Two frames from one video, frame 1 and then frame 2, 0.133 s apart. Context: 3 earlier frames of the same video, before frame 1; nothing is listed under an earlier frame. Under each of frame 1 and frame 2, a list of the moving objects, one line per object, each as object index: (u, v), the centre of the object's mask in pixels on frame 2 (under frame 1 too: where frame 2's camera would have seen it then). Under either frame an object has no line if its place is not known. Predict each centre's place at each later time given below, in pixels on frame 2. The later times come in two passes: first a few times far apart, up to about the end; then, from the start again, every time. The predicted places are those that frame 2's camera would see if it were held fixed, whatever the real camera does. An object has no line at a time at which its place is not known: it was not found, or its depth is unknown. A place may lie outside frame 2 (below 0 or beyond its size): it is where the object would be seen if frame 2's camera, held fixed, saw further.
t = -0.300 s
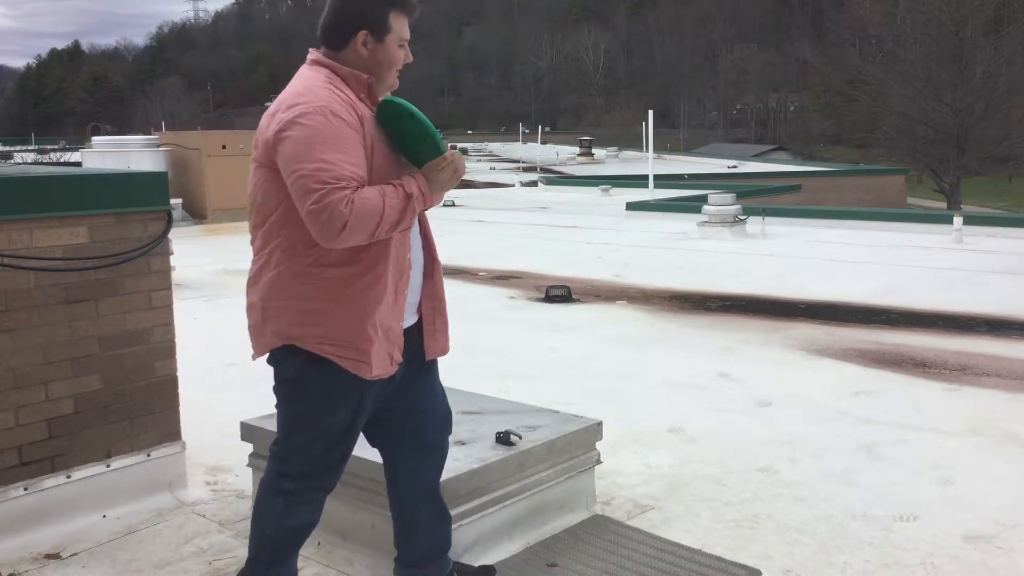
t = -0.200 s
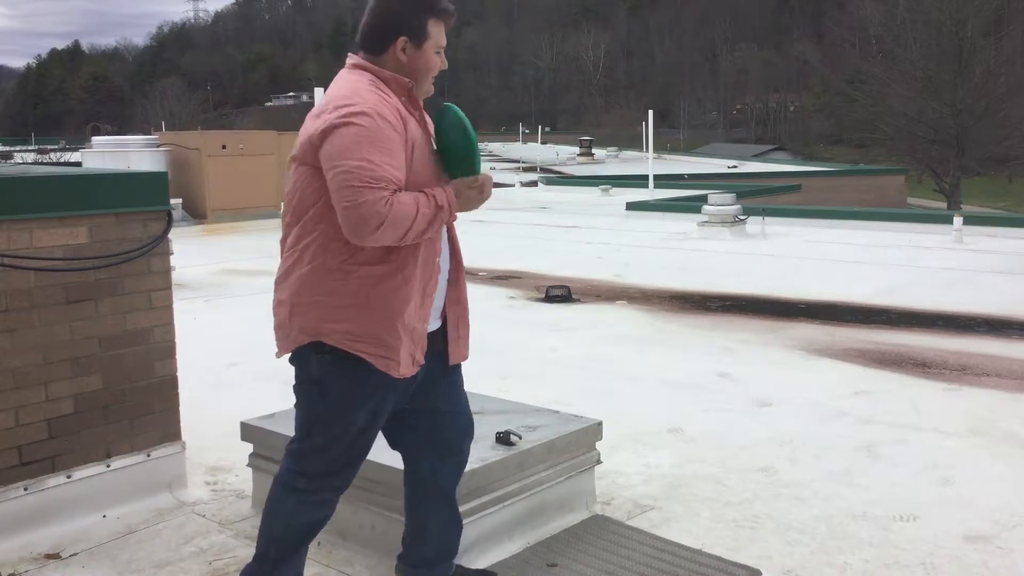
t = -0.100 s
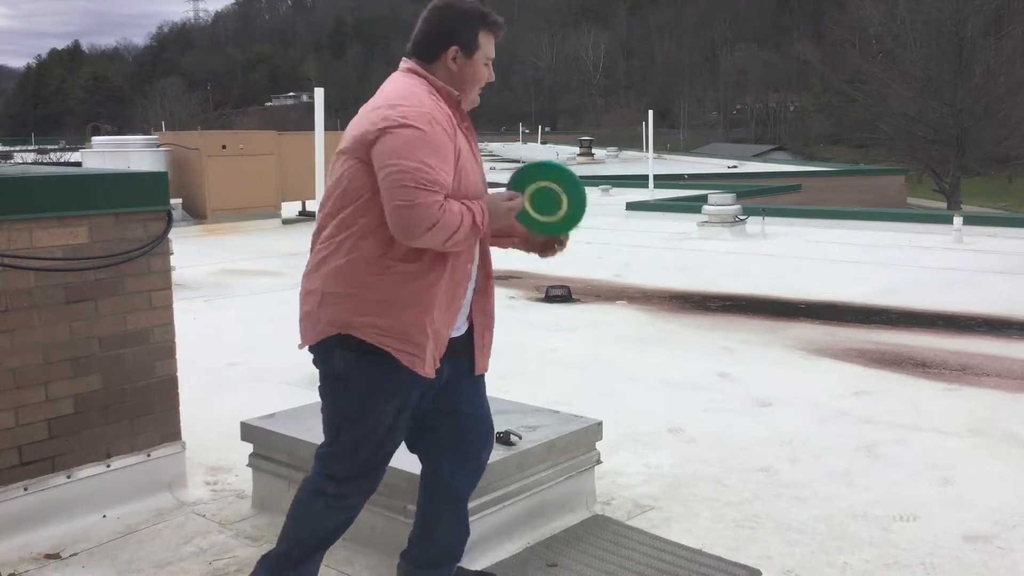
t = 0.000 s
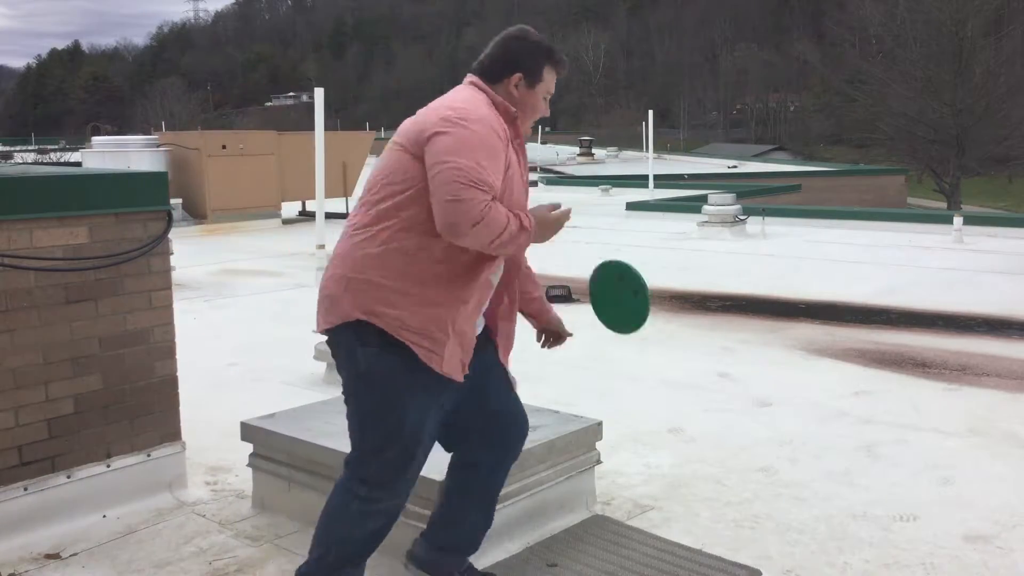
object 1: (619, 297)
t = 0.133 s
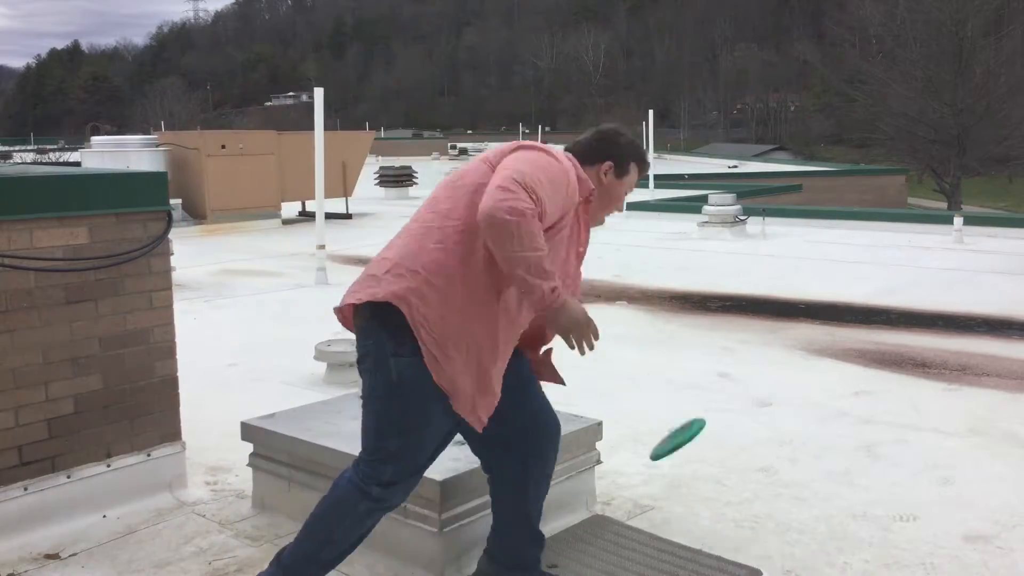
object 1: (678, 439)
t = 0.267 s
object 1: (703, 469)
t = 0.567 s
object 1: (757, 463)
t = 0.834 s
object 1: (782, 465)
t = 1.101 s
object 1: (787, 463)
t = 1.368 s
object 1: (799, 463)
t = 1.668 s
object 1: (804, 465)
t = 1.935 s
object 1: (803, 468)
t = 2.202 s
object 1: (803, 471)
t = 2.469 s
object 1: (800, 470)
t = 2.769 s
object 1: (803, 472)
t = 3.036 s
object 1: (803, 475)
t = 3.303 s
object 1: (805, 473)
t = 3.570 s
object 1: (804, 476)
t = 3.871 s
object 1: (805, 476)
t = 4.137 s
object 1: (805, 477)
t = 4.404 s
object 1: (804, 478)
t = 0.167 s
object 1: (683, 476)
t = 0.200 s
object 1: (688, 497)
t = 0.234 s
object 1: (696, 481)
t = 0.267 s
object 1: (703, 469)
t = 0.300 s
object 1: (710, 460)
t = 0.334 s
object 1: (717, 454)
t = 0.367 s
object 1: (725, 451)
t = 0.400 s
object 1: (732, 450)
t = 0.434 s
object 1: (739, 451)
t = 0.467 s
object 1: (743, 455)
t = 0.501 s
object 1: (749, 461)
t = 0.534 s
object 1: (754, 465)
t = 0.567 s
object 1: (757, 463)
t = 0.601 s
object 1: (761, 464)
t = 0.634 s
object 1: (762, 462)
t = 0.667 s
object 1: (765, 461)
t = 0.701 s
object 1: (767, 461)
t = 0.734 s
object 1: (770, 463)
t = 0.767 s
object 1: (771, 465)
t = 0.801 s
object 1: (777, 462)
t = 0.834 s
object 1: (782, 465)
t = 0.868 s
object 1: (780, 461)
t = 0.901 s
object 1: (781, 457)
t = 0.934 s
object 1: (783, 456)
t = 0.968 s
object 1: (784, 455)
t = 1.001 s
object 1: (785, 456)
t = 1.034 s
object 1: (786, 458)
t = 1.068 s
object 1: (788, 461)
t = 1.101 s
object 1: (787, 463)
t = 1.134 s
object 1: (792, 463)
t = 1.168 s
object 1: (792, 462)
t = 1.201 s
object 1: (793, 459)
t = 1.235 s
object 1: (795, 458)
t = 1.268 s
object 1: (797, 458)
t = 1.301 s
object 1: (798, 458)
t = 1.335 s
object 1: (799, 460)
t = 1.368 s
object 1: (799, 463)
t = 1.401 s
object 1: (801, 464)
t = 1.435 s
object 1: (803, 466)
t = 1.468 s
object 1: (802, 467)
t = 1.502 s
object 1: (803, 465)
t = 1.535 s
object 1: (804, 464)
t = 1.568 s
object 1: (804, 464)
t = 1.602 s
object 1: (804, 463)
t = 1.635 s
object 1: (803, 465)
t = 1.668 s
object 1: (804, 465)
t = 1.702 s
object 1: (804, 467)
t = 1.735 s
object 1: (805, 470)
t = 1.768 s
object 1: (804, 470)
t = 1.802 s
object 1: (805, 469)
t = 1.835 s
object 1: (805, 468)
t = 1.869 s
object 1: (803, 468)
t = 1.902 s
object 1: (803, 467)
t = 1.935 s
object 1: (803, 468)
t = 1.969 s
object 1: (804, 470)
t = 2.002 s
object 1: (802, 471)
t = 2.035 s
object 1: (802, 471)
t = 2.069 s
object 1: (803, 471)
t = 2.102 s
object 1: (802, 470)
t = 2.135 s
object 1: (801, 469)
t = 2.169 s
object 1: (802, 469)
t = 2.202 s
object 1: (803, 471)
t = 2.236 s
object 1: (801, 470)
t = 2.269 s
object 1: (800, 470)
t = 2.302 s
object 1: (801, 471)
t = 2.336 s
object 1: (801, 472)
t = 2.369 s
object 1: (799, 472)
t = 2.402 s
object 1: (801, 470)
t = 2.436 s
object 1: (801, 471)
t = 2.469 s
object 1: (800, 470)
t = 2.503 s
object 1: (800, 470)
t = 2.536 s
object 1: (801, 471)
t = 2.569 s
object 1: (801, 472)
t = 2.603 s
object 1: (800, 473)
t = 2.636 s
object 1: (801, 473)
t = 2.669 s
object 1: (801, 471)
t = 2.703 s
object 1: (801, 470)
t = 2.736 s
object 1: (802, 471)
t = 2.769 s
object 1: (803, 472)
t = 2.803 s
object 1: (802, 474)
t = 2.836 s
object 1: (801, 475)
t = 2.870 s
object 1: (802, 472)
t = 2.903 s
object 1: (802, 471)
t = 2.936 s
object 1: (803, 471)
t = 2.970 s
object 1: (804, 472)
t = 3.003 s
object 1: (804, 475)
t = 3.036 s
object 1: (803, 475)
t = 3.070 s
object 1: (803, 473)
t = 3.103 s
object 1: (804, 472)
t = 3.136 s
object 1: (805, 473)
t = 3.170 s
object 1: (805, 474)
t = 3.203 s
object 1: (804, 476)
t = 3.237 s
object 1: (803, 475)
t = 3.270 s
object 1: (804, 473)
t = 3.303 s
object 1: (805, 473)
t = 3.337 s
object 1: (805, 475)
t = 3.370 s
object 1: (805, 476)
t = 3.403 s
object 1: (804, 476)
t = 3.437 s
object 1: (804, 474)
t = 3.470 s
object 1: (805, 475)
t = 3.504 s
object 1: (805, 476)
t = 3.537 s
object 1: (804, 477)
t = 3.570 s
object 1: (804, 476)
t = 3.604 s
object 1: (805, 475)
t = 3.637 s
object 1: (806, 476)
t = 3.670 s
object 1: (805, 477)
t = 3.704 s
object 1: (804, 476)
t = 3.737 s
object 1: (805, 475)
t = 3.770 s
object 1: (805, 476)
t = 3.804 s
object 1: (804, 477)
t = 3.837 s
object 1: (804, 476)
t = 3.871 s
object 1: (805, 476)
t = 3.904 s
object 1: (805, 477)
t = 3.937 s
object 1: (804, 477)
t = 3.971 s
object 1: (804, 476)
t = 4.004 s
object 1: (805, 477)
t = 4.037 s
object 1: (804, 477)
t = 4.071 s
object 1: (805, 477)
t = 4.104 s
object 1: (805, 477)
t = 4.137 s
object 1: (805, 477)
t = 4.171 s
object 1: (805, 477)
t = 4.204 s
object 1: (805, 478)
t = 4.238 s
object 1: (805, 478)
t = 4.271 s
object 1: (805, 478)
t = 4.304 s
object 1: (805, 478)
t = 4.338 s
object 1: (805, 478)
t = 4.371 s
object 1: (804, 478)
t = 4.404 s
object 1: (804, 478)
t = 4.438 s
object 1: (804, 478)
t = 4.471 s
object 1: (804, 478)
